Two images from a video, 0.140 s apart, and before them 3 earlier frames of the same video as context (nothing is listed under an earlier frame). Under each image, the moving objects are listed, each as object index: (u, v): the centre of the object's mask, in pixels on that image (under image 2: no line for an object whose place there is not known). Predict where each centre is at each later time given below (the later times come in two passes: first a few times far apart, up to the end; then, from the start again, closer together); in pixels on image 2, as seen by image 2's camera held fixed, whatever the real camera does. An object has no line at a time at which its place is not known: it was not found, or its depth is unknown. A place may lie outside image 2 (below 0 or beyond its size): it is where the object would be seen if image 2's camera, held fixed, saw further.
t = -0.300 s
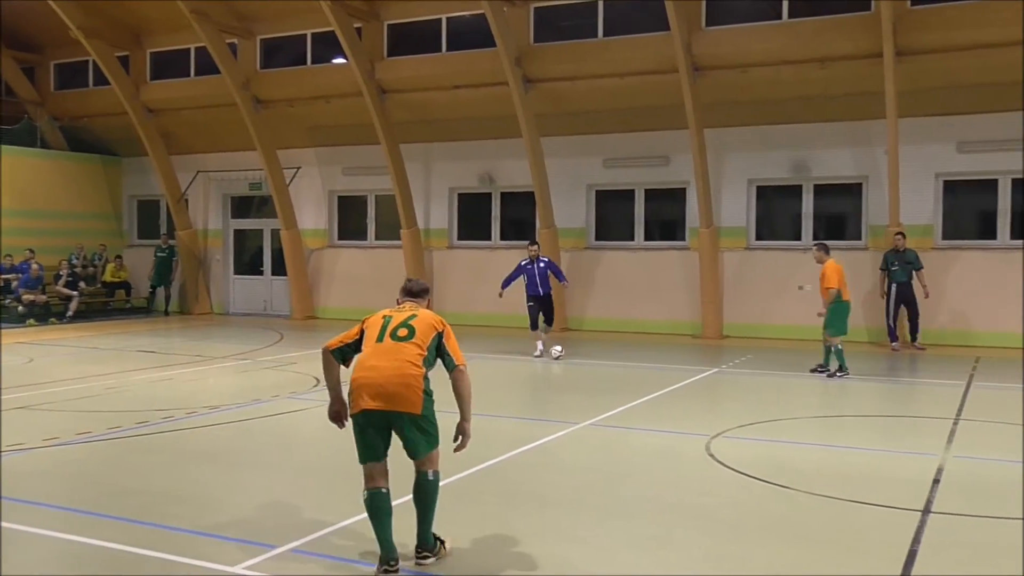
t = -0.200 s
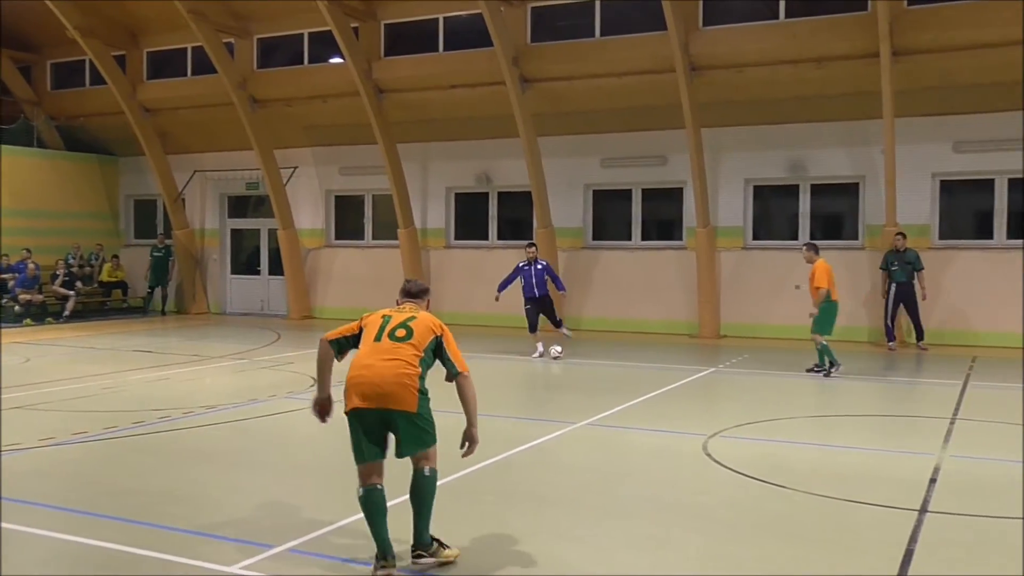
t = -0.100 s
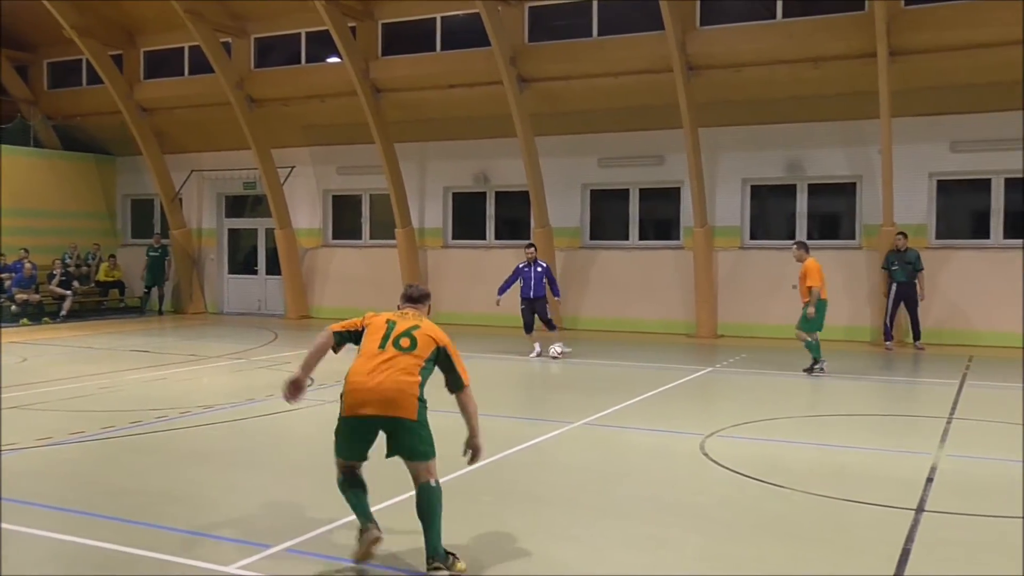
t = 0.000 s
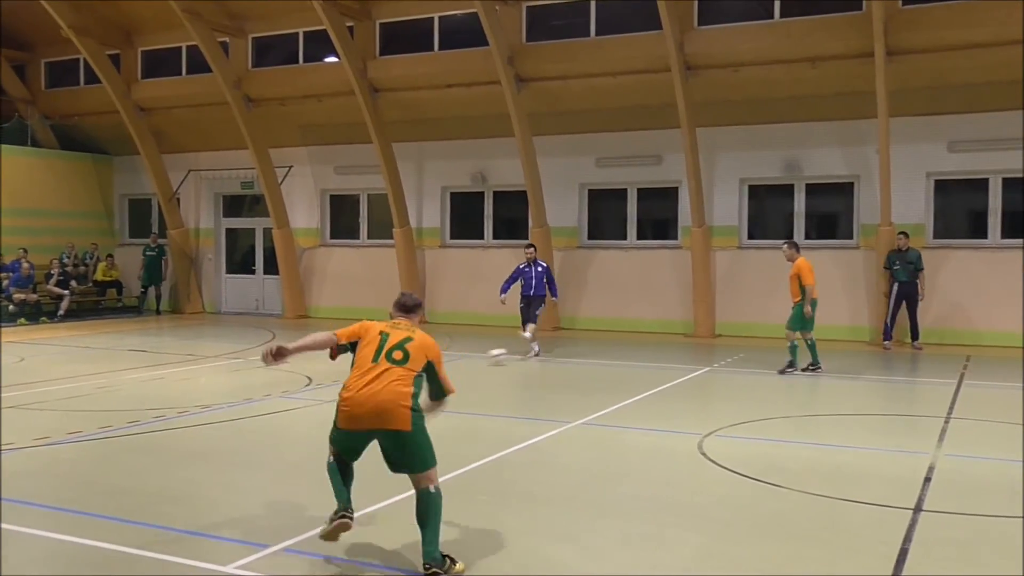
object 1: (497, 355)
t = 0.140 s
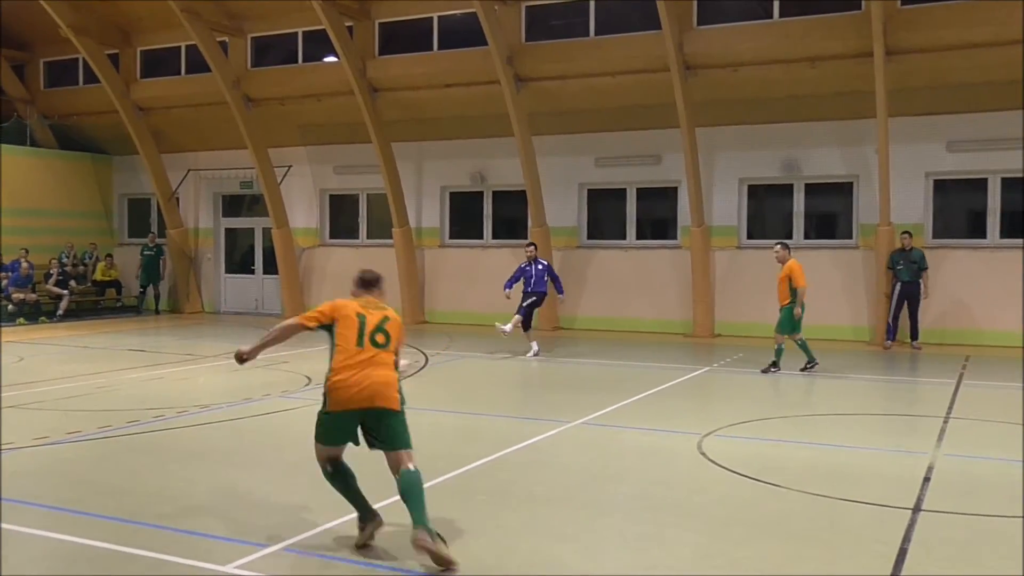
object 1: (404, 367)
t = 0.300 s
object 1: (271, 382)
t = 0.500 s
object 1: (90, 402)
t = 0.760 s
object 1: (-199, 436)
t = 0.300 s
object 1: (271, 382)
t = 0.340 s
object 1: (238, 386)
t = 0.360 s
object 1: (219, 389)
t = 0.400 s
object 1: (183, 392)
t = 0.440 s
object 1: (147, 396)
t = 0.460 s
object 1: (126, 398)
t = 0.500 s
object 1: (90, 402)
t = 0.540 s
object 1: (49, 408)
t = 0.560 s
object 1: (28, 410)
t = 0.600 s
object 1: (-16, 413)
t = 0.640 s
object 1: (-60, 419)
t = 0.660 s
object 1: (-83, 422)
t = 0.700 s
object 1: (-126, 428)
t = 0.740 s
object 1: (-174, 433)
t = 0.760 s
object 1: (-199, 436)
